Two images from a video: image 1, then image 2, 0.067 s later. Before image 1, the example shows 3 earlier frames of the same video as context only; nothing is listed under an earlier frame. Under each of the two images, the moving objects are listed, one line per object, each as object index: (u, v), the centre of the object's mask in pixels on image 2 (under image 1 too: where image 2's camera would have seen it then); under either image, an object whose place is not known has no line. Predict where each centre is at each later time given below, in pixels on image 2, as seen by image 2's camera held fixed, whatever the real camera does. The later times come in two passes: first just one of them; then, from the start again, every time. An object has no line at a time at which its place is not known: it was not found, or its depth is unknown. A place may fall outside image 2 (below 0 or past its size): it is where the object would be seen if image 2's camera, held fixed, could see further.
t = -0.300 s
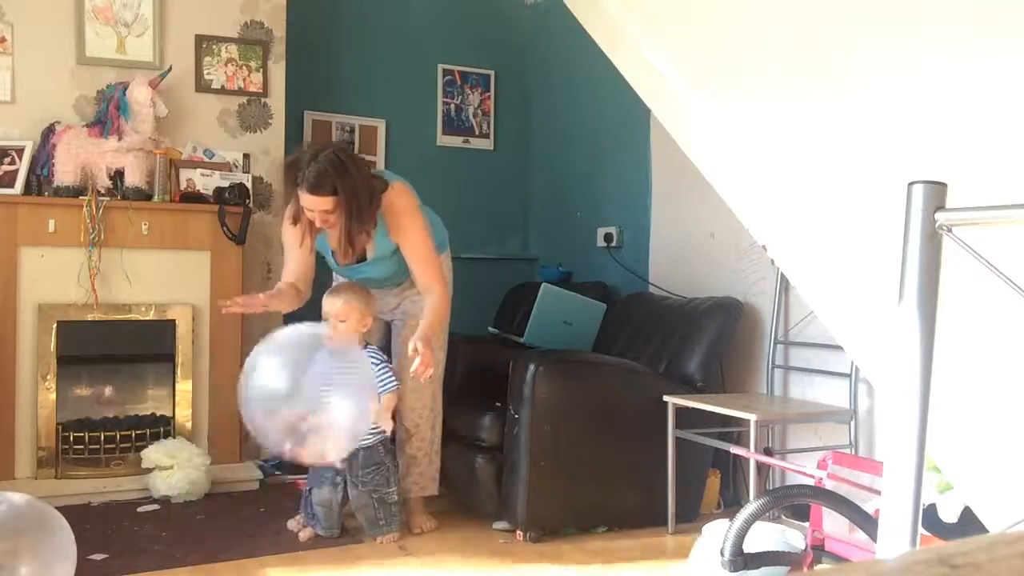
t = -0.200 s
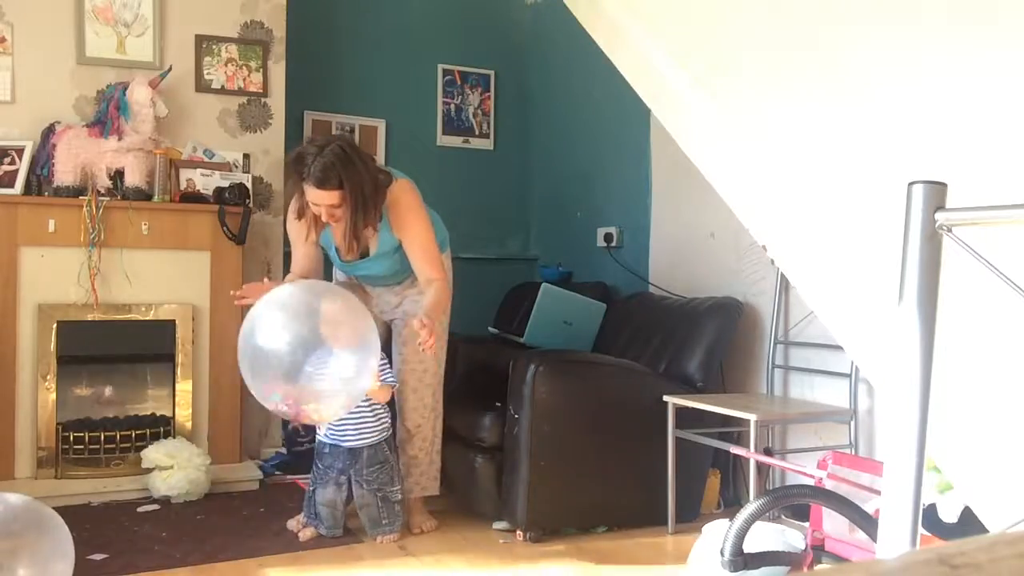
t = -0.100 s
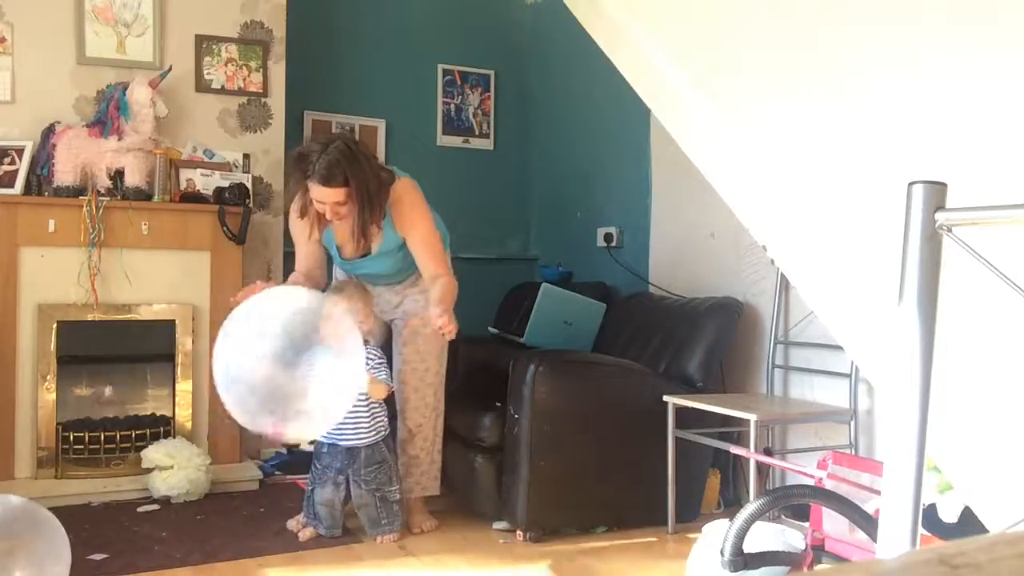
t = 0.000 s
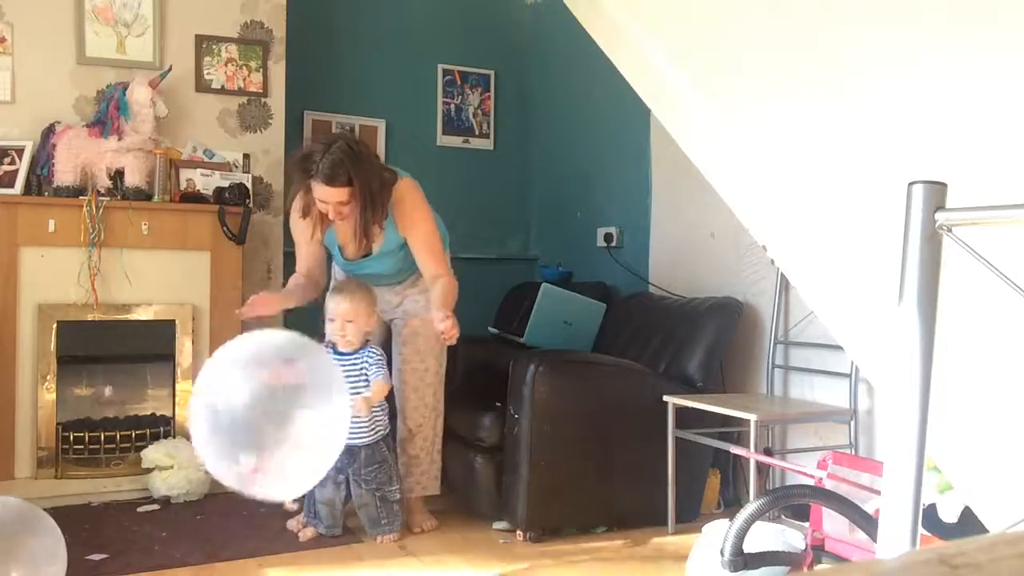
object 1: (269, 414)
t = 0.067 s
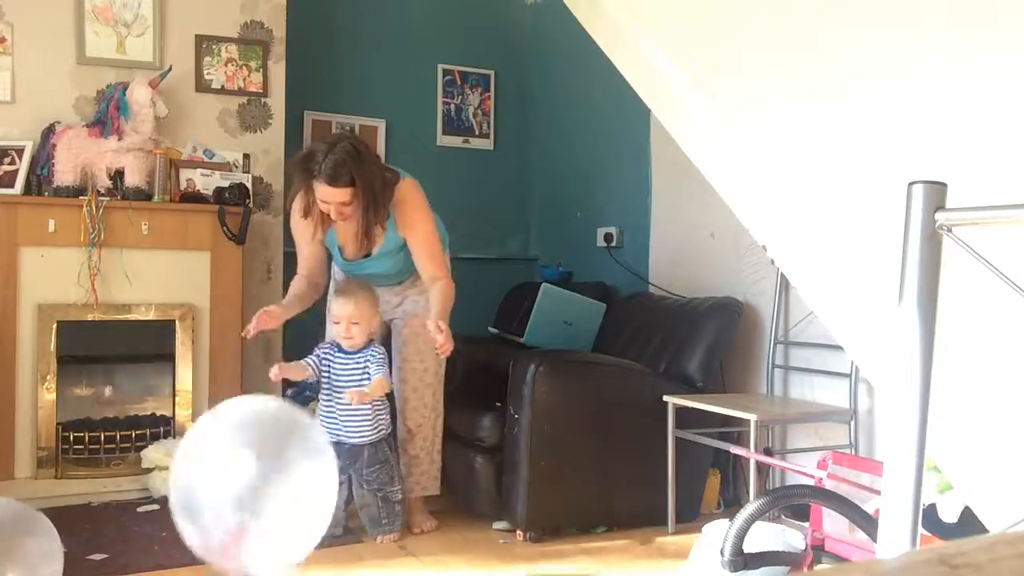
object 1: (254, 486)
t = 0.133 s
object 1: (236, 523)
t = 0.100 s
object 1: (248, 509)
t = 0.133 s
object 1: (236, 523)
